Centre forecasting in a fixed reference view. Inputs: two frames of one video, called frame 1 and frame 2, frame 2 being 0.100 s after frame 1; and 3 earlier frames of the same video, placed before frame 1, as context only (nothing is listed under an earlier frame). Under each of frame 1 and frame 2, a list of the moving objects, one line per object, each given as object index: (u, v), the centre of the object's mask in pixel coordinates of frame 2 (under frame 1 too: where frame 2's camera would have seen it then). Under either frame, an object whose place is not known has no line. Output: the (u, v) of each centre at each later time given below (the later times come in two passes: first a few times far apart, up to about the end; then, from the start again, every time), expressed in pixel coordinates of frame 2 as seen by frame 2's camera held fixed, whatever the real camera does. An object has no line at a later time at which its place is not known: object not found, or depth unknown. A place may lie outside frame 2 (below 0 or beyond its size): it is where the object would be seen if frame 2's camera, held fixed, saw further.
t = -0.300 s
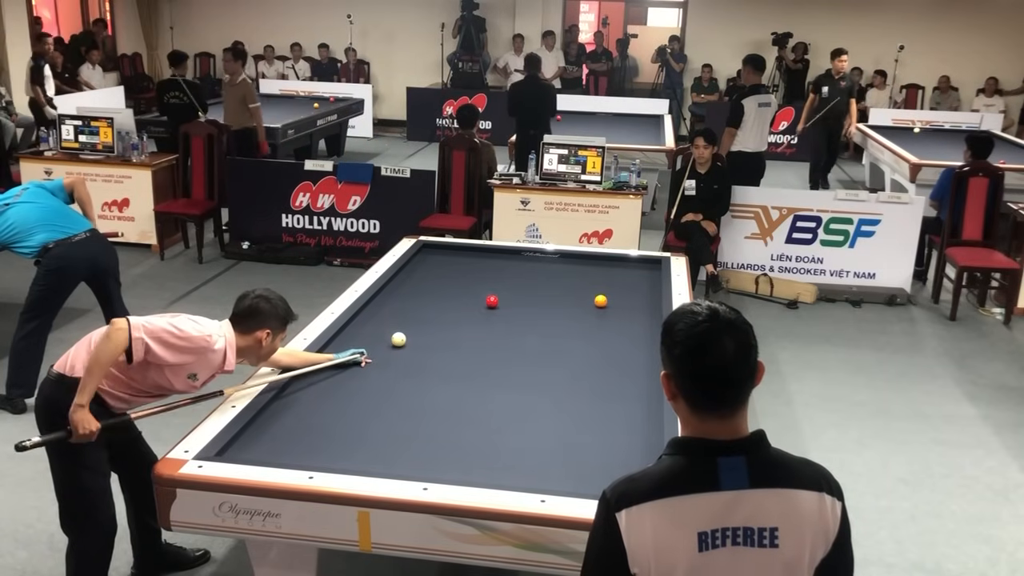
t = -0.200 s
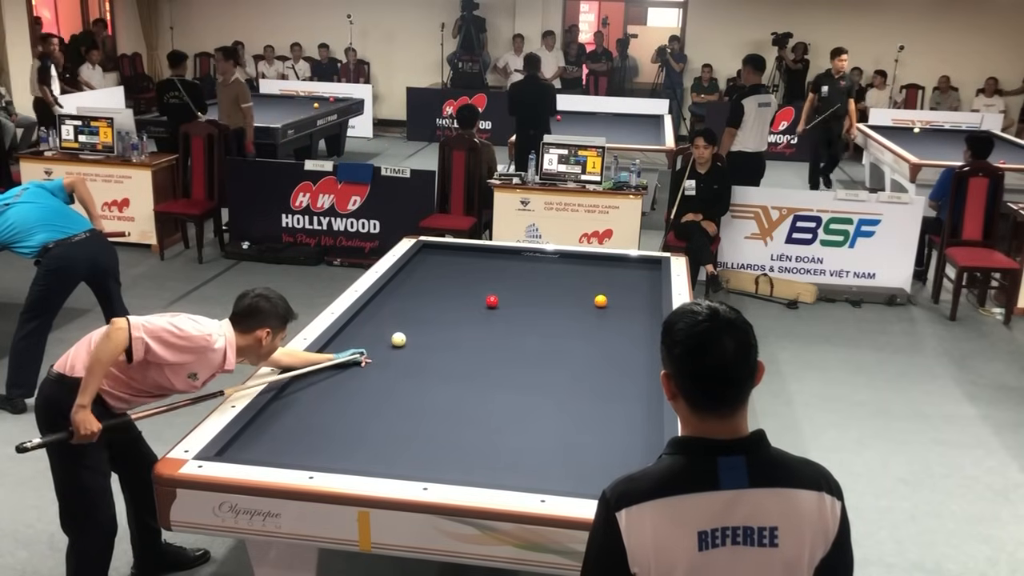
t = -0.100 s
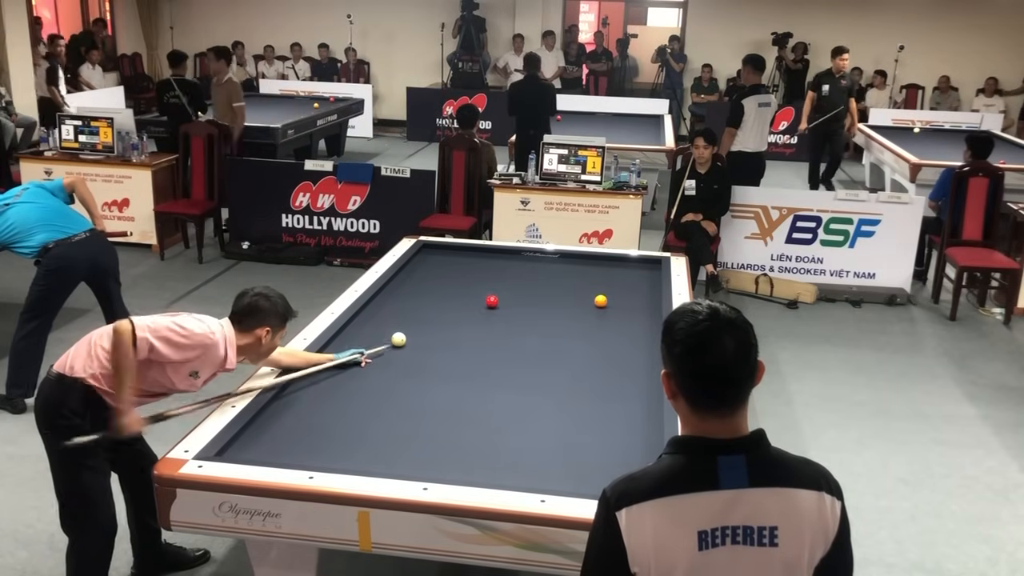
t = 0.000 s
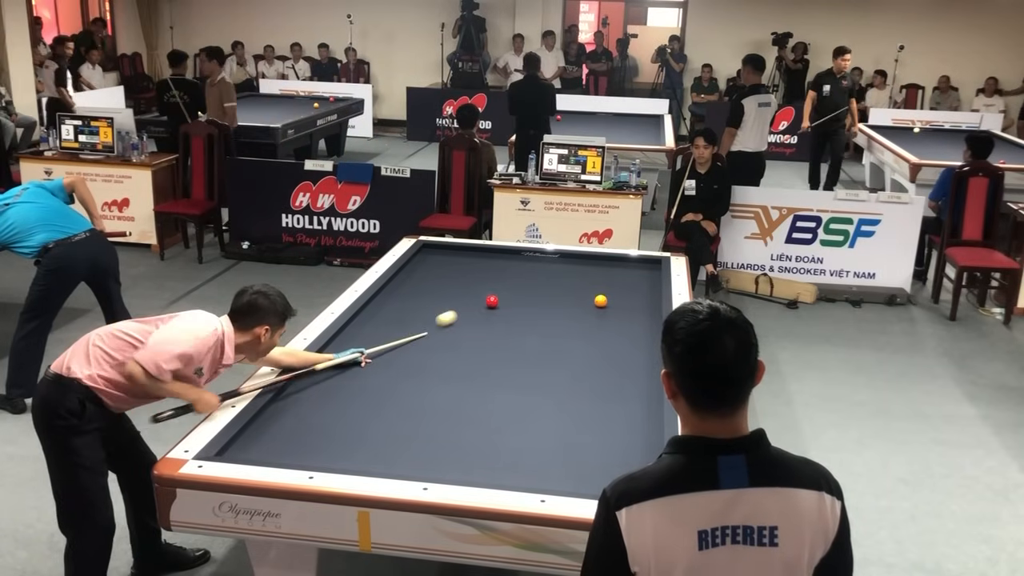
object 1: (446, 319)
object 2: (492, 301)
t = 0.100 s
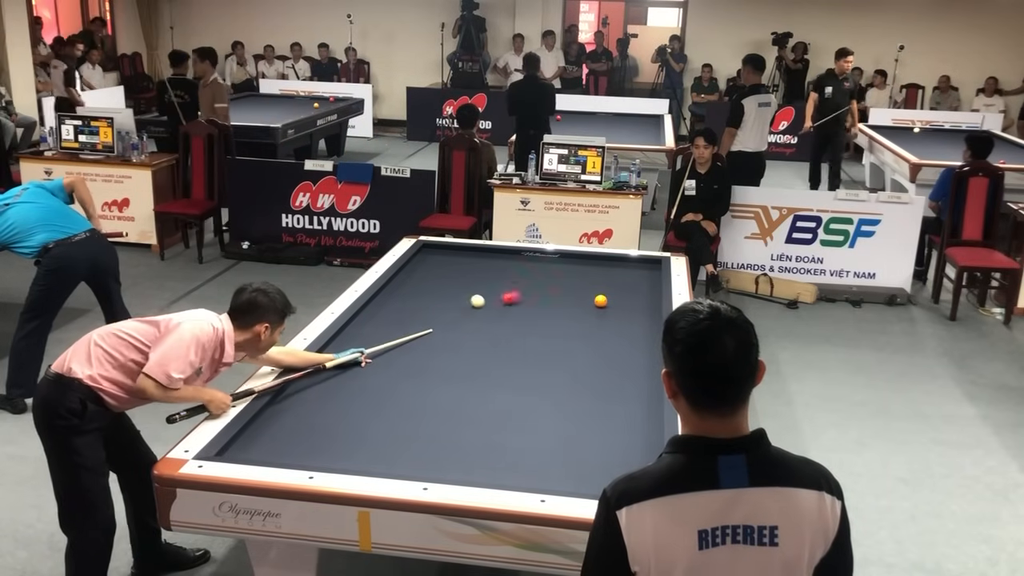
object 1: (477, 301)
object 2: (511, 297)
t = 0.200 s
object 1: (464, 294)
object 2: (565, 287)
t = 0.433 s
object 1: (433, 282)
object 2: (647, 265)
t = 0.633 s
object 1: (408, 276)
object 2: (586, 262)
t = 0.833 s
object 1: (415, 271)
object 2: (529, 268)
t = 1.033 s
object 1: (433, 267)
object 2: (478, 274)
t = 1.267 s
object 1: (452, 263)
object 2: (418, 280)
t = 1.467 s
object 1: (467, 259)
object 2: (402, 291)
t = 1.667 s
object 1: (481, 256)
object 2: (423, 305)
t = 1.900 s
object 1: (497, 252)
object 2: (445, 324)
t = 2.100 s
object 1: (510, 252)
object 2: (466, 341)
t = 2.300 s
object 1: (524, 255)
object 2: (489, 360)
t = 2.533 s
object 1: (540, 258)
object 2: (518, 384)
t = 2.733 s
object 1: (553, 261)
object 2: (546, 407)
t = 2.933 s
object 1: (567, 264)
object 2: (577, 433)
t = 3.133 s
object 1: (580, 267)
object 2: (612, 463)
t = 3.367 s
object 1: (596, 270)
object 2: (651, 492)
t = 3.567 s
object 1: (610, 272)
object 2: (619, 472)
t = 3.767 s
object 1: (623, 275)
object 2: (597, 455)
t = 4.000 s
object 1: (638, 278)
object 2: (572, 438)
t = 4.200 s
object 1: (652, 280)
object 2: (553, 425)
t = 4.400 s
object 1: (651, 283)
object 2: (536, 412)
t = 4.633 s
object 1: (644, 285)
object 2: (517, 399)
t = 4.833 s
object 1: (638, 287)
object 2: (502, 387)
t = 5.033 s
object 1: (632, 290)
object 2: (488, 378)
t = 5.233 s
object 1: (626, 291)
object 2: (475, 368)
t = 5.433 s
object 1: (621, 294)
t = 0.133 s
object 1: (473, 299)
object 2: (529, 294)
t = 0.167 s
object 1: (468, 297)
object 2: (547, 290)
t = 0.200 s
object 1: (464, 294)
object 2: (565, 287)
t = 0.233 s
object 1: (459, 292)
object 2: (580, 283)
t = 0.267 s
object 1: (455, 290)
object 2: (598, 280)
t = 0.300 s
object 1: (450, 288)
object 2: (613, 276)
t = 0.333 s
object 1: (446, 287)
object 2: (628, 274)
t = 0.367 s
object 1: (442, 285)
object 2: (643, 271)
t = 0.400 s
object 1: (438, 284)
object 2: (655, 268)
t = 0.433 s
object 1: (433, 282)
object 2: (647, 265)
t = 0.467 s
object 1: (429, 281)
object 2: (636, 261)
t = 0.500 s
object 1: (425, 280)
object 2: (627, 260)
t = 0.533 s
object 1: (421, 279)
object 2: (616, 259)
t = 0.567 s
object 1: (417, 278)
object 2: (606, 259)
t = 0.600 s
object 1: (412, 276)
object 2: (596, 261)
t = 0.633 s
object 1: (408, 276)
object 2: (586, 262)
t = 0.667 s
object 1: (404, 275)
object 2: (576, 263)
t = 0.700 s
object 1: (400, 274)
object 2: (567, 264)
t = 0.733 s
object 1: (403, 273)
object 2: (557, 265)
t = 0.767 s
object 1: (407, 272)
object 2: (547, 267)
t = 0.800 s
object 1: (411, 272)
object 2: (538, 268)
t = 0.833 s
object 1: (415, 271)
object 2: (529, 268)
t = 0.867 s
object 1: (419, 271)
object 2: (520, 269)
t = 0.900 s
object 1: (422, 270)
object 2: (512, 270)
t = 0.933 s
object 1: (425, 269)
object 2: (503, 271)
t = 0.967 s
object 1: (428, 269)
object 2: (495, 272)
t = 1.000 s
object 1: (431, 268)
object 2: (487, 273)
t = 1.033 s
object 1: (433, 267)
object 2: (478, 274)
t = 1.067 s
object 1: (436, 267)
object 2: (470, 275)
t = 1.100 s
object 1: (439, 266)
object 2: (461, 276)
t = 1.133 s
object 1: (442, 265)
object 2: (453, 276)
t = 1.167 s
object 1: (444, 265)
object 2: (444, 277)
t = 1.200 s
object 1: (447, 264)
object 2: (435, 278)
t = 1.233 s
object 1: (449, 264)
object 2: (426, 279)
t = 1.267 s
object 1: (452, 263)
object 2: (418, 280)
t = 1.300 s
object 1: (455, 262)
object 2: (409, 282)
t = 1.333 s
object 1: (457, 262)
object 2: (400, 282)
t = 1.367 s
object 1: (460, 261)
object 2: (391, 284)
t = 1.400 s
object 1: (462, 260)
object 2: (393, 286)
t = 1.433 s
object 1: (465, 260)
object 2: (397, 288)
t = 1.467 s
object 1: (467, 259)
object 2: (402, 291)
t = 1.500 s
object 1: (470, 259)
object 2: (406, 293)
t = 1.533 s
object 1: (472, 258)
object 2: (410, 296)
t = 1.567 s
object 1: (474, 258)
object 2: (414, 298)
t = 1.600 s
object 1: (477, 257)
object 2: (417, 300)
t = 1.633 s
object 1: (479, 256)
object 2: (420, 303)
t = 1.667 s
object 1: (481, 256)
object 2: (423, 305)
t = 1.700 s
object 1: (484, 255)
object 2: (426, 308)
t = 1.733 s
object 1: (486, 255)
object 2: (429, 310)
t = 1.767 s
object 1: (488, 254)
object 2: (432, 314)
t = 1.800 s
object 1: (491, 253)
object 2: (436, 316)
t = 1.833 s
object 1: (493, 253)
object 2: (439, 319)
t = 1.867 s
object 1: (495, 252)
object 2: (442, 321)
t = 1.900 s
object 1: (497, 252)
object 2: (445, 324)
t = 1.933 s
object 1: (499, 251)
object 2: (449, 327)
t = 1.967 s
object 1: (501, 251)
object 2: (452, 329)
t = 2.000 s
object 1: (503, 251)
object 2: (455, 332)
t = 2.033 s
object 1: (506, 251)
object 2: (459, 335)
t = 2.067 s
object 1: (508, 252)
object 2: (462, 338)
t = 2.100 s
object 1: (510, 252)
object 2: (466, 341)
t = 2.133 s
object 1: (513, 253)
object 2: (469, 344)
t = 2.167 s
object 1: (515, 253)
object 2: (473, 347)
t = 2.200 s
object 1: (517, 254)
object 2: (477, 350)
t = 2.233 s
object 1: (519, 255)
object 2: (481, 353)
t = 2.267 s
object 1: (522, 255)
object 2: (485, 356)
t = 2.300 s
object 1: (524, 255)
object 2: (489, 360)
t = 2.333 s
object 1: (526, 256)
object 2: (493, 363)
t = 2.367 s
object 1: (528, 256)
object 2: (497, 367)
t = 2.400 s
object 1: (531, 257)
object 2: (501, 370)
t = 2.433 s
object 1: (533, 257)
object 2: (504, 373)
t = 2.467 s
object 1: (535, 258)
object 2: (509, 377)
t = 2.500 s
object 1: (538, 258)
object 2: (513, 381)
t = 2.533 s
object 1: (540, 258)
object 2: (518, 384)
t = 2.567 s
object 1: (542, 259)
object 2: (522, 388)
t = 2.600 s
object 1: (544, 259)
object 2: (527, 392)
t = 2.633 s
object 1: (547, 260)
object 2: (532, 396)
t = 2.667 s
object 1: (549, 260)
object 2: (536, 400)
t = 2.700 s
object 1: (551, 261)
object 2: (541, 403)
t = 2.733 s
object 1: (553, 261)
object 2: (546, 407)
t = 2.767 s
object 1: (556, 262)
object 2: (551, 412)
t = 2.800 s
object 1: (558, 262)
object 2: (556, 416)
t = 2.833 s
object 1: (560, 263)
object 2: (561, 420)
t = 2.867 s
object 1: (562, 263)
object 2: (566, 425)
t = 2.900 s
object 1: (565, 264)
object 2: (572, 429)
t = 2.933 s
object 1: (567, 264)
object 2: (577, 433)
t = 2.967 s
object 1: (569, 264)
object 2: (583, 438)
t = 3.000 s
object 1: (571, 265)
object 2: (588, 443)
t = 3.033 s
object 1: (574, 265)
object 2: (594, 448)
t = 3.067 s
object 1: (576, 266)
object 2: (600, 453)
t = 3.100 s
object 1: (578, 266)
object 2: (606, 458)
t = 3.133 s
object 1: (580, 267)
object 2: (612, 463)
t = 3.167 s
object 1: (583, 267)
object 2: (618, 468)
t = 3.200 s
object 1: (585, 268)
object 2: (625, 473)
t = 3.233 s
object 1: (587, 268)
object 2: (631, 479)
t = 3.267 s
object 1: (589, 268)
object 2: (638, 485)
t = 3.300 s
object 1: (592, 269)
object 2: (645, 489)
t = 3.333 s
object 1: (594, 269)
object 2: (651, 493)
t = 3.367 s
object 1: (596, 270)
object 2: (651, 492)
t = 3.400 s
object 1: (599, 270)
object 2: (645, 489)
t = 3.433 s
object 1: (601, 270)
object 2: (639, 486)
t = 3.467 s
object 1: (603, 271)
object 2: (633, 481)
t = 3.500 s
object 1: (605, 271)
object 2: (628, 478)
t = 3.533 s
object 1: (607, 272)
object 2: (623, 474)
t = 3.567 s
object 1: (610, 272)
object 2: (619, 472)
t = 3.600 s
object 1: (612, 273)
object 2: (615, 469)
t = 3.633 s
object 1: (614, 273)
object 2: (611, 466)
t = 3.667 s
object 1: (616, 274)
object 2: (607, 464)
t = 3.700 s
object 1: (619, 274)
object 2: (604, 461)
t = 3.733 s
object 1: (621, 275)
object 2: (600, 458)
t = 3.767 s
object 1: (623, 275)
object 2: (597, 455)
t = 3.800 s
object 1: (625, 275)
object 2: (593, 453)
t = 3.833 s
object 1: (627, 276)
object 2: (590, 450)
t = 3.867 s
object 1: (630, 276)
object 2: (586, 448)
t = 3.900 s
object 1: (632, 277)
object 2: (582, 445)
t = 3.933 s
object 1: (634, 277)
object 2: (579, 443)
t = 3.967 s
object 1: (636, 277)
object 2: (576, 440)
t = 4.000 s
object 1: (638, 278)
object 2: (572, 438)
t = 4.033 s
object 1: (641, 278)
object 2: (569, 436)
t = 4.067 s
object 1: (643, 279)
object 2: (566, 433)
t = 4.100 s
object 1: (645, 279)
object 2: (563, 431)
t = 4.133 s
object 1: (647, 280)
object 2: (560, 429)
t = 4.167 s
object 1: (650, 280)
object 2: (557, 426)
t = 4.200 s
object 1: (652, 280)
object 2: (553, 425)
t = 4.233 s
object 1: (654, 281)
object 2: (550, 422)
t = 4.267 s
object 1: (656, 281)
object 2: (547, 420)
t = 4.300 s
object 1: (654, 281)
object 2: (545, 418)
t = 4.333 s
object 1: (653, 282)
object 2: (542, 416)
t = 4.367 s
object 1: (652, 282)
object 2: (539, 414)
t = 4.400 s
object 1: (651, 283)
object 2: (536, 412)
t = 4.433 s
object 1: (650, 283)
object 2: (533, 410)
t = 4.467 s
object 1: (649, 283)
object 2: (530, 408)
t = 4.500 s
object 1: (648, 284)
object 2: (528, 406)
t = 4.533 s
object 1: (647, 284)
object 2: (525, 404)
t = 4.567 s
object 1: (646, 285)
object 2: (522, 402)
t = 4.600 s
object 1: (645, 285)
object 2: (520, 400)
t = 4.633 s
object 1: (644, 285)
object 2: (517, 399)
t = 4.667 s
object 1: (643, 286)
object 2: (514, 397)
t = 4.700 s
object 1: (642, 286)
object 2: (512, 395)
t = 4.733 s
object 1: (641, 286)
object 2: (509, 393)
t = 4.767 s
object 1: (640, 287)
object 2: (507, 391)
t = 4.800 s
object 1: (639, 287)
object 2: (505, 389)
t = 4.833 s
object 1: (638, 287)
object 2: (502, 387)
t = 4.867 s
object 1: (637, 288)
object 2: (500, 386)
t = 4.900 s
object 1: (636, 288)
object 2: (497, 384)
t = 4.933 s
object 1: (635, 288)
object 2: (495, 382)
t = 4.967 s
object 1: (634, 289)
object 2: (493, 381)
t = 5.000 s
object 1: (633, 289)
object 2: (490, 379)
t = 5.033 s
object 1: (632, 290)
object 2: (488, 378)
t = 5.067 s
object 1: (631, 290)
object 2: (486, 376)
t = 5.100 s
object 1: (630, 290)
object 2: (484, 374)
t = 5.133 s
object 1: (629, 290)
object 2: (482, 373)
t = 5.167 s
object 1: (628, 291)
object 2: (479, 371)
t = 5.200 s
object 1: (627, 291)
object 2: (477, 370)
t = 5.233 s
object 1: (626, 291)
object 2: (475, 368)
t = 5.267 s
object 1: (625, 292)
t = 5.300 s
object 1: (624, 292)
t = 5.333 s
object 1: (623, 292)
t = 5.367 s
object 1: (623, 293)
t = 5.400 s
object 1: (622, 293)
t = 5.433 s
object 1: (621, 294)
